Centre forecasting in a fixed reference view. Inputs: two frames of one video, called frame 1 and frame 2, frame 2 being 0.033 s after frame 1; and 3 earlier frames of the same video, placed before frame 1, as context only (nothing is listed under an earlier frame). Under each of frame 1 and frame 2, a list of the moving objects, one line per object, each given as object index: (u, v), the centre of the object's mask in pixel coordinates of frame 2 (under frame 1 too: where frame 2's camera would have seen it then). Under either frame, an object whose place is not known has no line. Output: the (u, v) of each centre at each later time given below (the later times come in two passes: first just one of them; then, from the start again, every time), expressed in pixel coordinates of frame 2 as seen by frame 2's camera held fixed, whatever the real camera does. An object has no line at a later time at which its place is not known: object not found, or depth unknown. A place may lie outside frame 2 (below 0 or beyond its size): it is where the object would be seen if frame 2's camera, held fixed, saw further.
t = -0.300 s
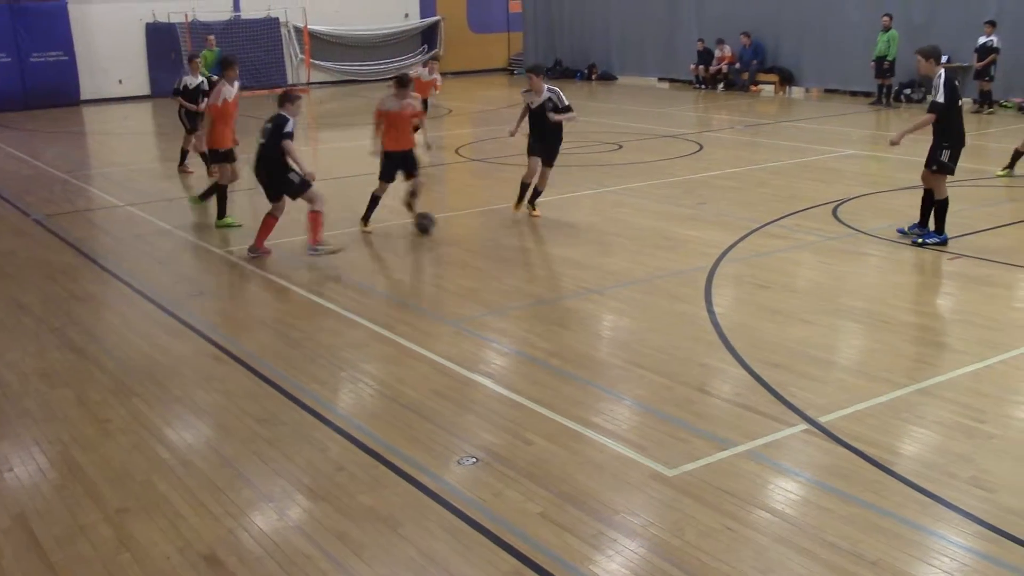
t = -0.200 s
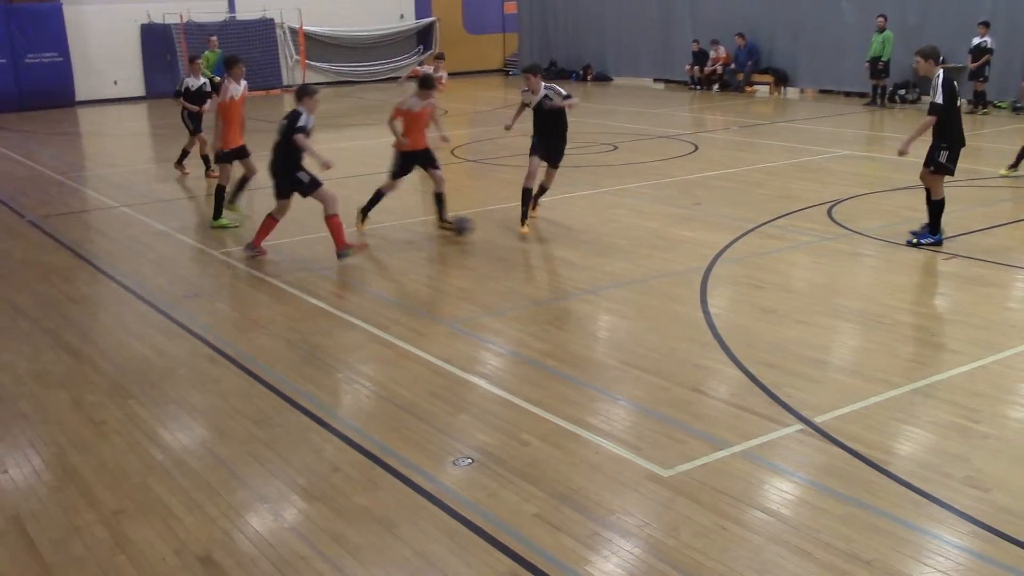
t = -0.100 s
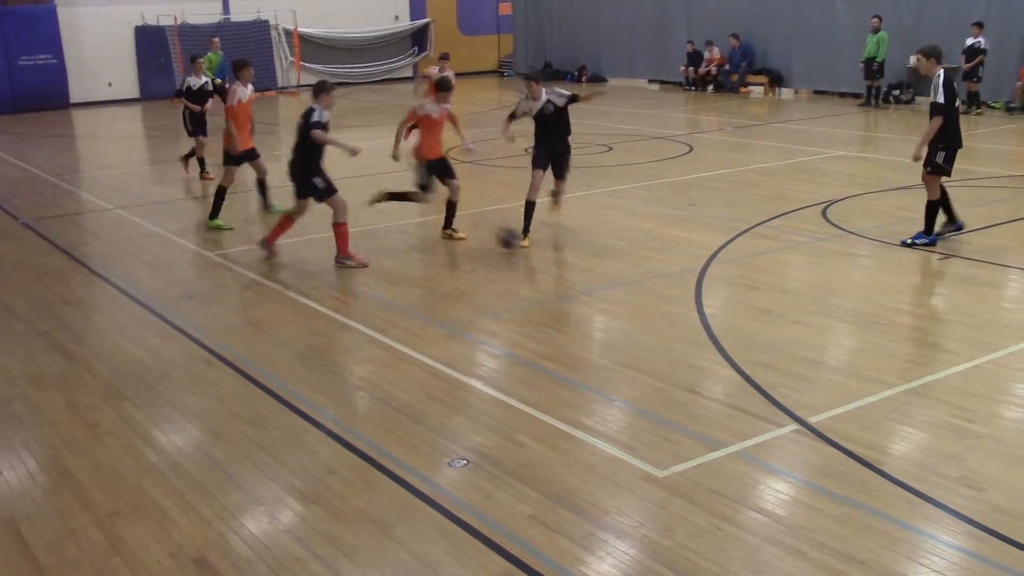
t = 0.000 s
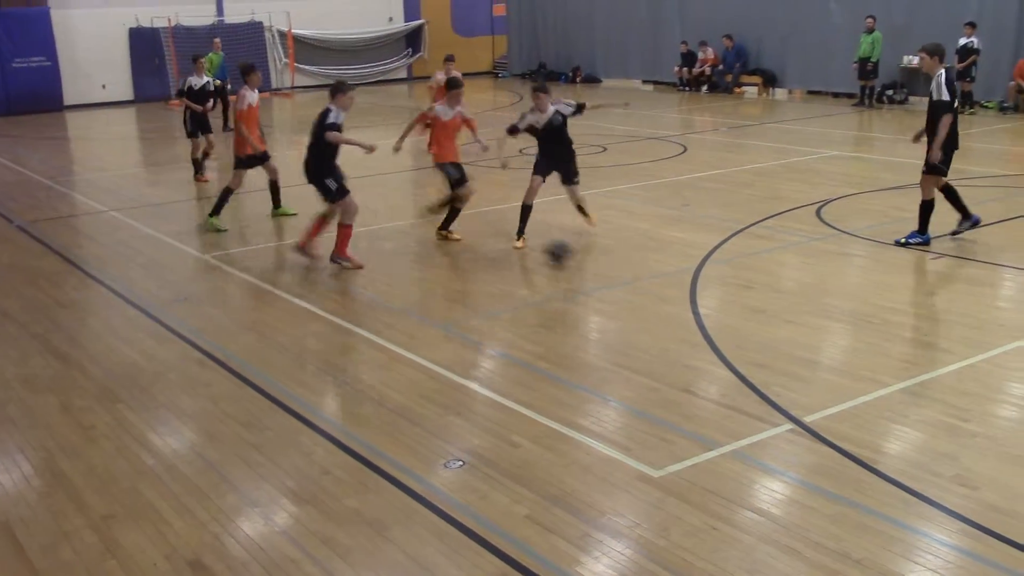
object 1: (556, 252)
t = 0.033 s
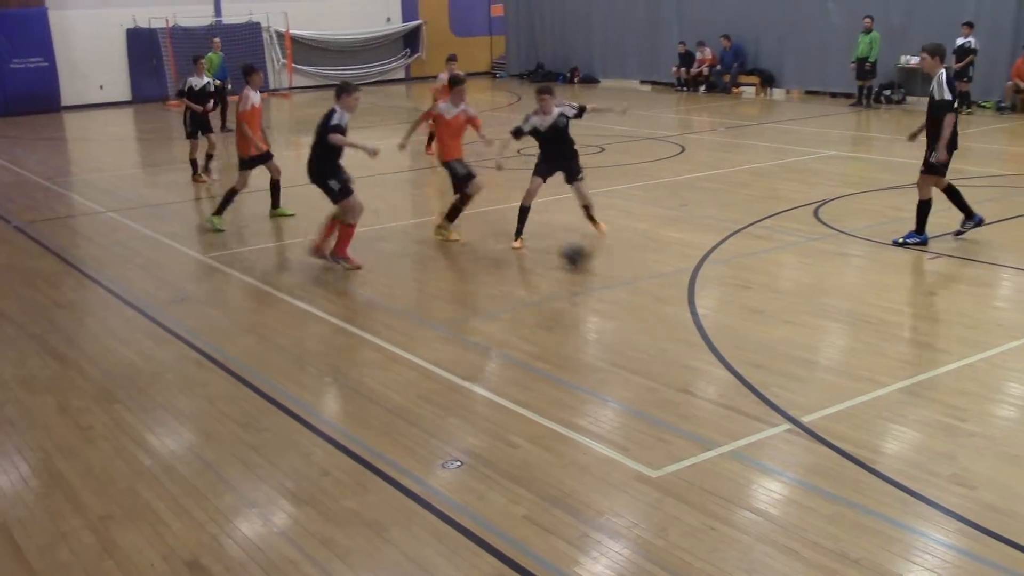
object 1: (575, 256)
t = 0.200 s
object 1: (664, 275)
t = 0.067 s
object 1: (593, 262)
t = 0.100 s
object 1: (611, 266)
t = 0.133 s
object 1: (630, 268)
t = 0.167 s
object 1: (646, 271)
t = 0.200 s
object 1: (664, 275)
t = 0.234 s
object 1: (682, 280)
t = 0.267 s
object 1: (699, 282)
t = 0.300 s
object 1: (718, 285)
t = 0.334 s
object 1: (735, 289)
